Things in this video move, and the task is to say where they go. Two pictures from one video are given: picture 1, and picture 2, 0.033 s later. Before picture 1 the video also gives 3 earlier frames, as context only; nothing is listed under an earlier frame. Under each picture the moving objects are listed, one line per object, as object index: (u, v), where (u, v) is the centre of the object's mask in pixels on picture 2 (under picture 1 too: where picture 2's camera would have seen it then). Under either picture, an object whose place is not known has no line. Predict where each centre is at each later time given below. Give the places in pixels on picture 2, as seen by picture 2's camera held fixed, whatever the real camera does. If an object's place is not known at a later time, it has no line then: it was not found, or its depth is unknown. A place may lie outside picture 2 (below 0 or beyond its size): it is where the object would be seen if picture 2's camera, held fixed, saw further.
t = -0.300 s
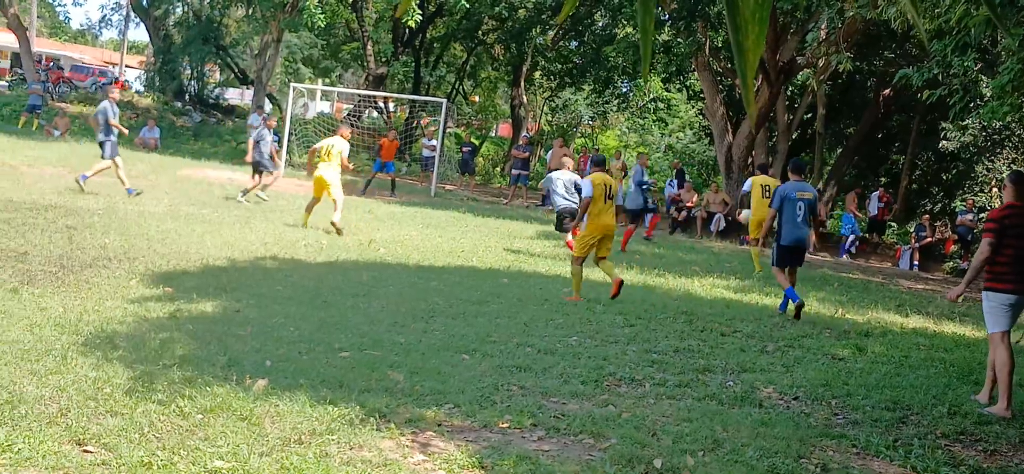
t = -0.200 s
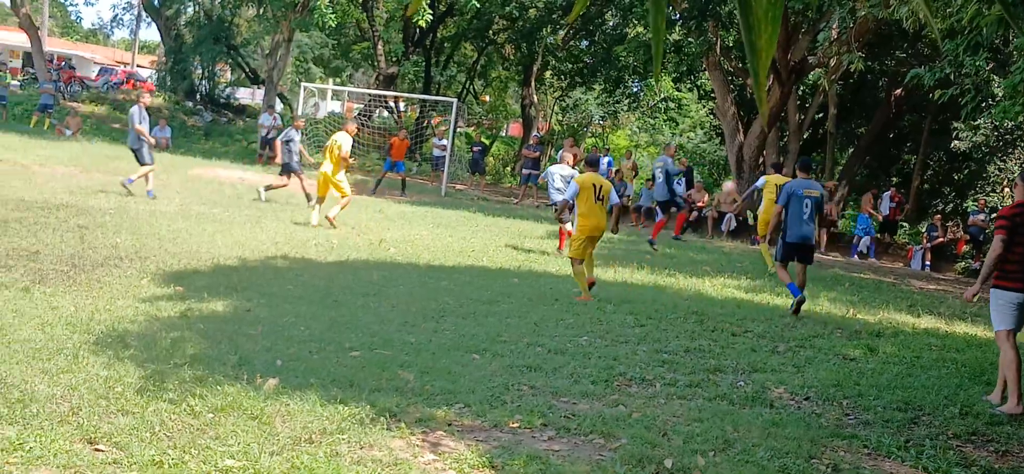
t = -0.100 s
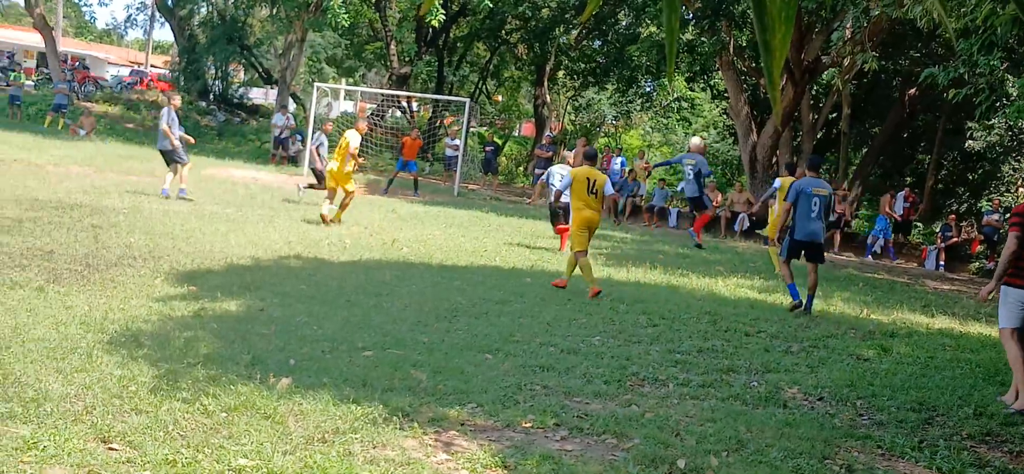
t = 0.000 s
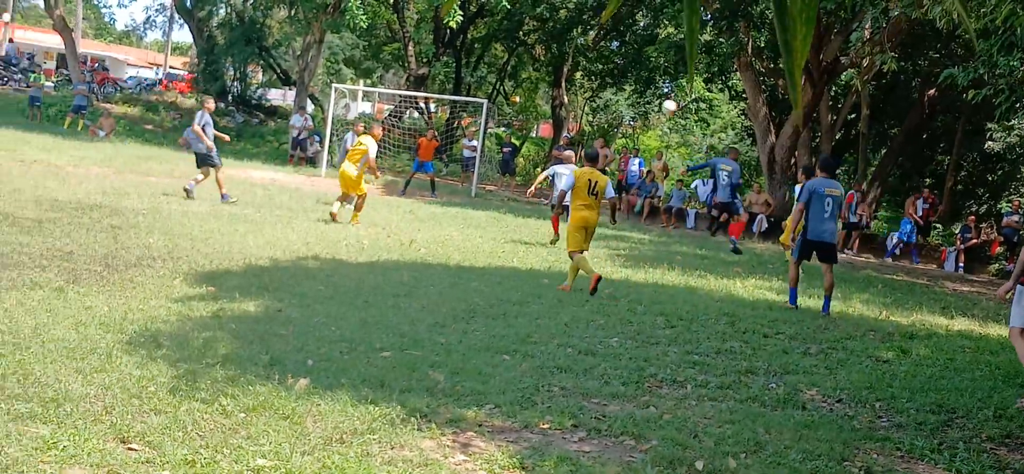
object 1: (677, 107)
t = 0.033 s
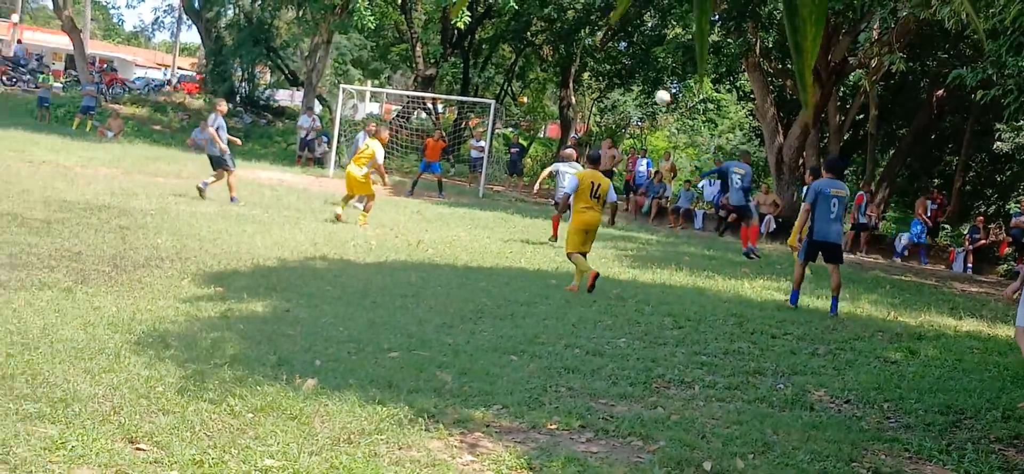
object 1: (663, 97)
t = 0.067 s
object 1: (649, 87)
